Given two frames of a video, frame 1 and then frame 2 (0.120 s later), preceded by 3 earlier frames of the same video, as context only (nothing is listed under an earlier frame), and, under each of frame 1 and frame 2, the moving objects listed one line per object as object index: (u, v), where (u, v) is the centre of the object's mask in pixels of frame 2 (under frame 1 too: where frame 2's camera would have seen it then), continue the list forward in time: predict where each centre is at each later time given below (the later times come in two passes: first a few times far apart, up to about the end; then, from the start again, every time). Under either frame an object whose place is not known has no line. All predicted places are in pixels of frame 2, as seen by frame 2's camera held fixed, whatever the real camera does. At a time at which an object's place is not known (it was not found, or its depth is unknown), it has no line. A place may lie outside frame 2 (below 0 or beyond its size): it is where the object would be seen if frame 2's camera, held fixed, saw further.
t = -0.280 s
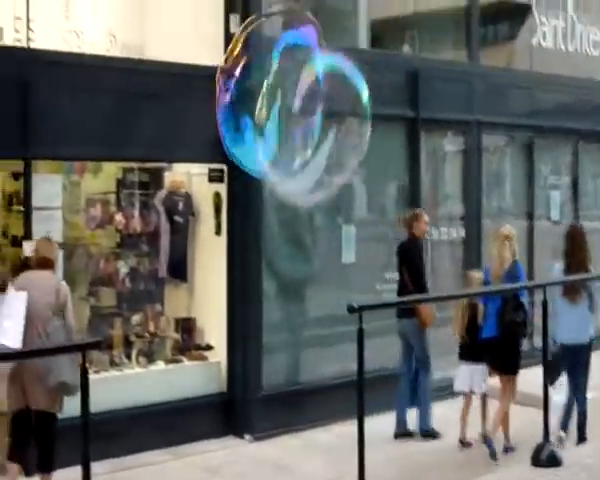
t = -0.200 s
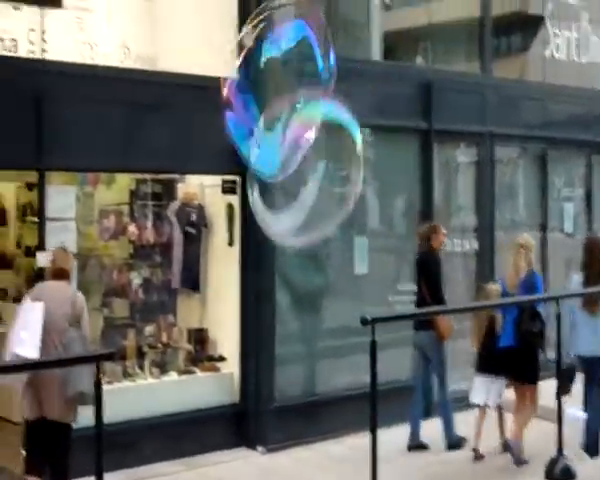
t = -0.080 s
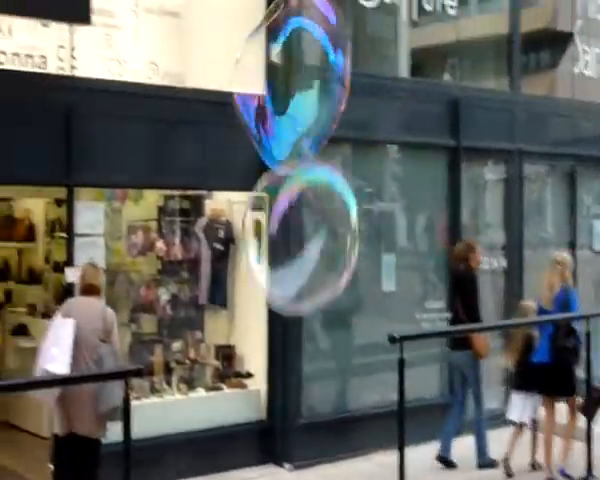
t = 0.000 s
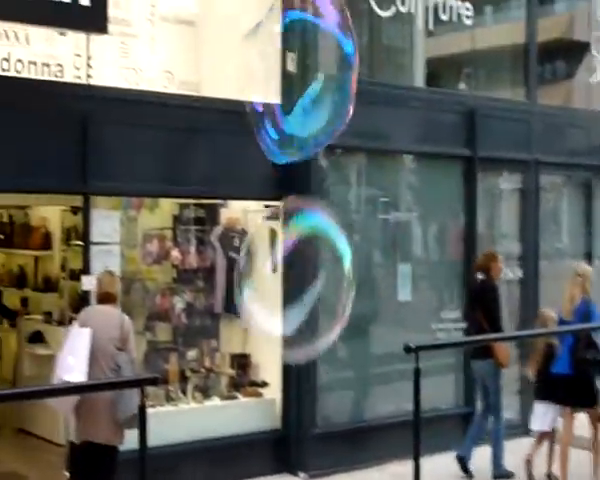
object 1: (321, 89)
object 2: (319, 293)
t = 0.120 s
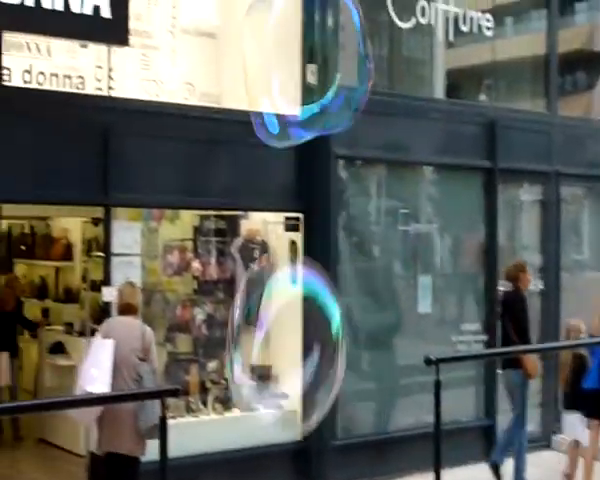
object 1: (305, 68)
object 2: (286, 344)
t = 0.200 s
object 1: (295, 55)
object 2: (266, 385)
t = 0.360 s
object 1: (280, 32)
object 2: (228, 400)
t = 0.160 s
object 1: (301, 62)
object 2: (276, 368)
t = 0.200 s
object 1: (295, 55)
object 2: (266, 385)
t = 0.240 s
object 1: (290, 49)
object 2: (251, 386)
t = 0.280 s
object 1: (286, 44)
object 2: (254, 388)
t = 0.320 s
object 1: (283, 39)
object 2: (241, 389)
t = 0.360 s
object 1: (280, 32)
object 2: (228, 400)
